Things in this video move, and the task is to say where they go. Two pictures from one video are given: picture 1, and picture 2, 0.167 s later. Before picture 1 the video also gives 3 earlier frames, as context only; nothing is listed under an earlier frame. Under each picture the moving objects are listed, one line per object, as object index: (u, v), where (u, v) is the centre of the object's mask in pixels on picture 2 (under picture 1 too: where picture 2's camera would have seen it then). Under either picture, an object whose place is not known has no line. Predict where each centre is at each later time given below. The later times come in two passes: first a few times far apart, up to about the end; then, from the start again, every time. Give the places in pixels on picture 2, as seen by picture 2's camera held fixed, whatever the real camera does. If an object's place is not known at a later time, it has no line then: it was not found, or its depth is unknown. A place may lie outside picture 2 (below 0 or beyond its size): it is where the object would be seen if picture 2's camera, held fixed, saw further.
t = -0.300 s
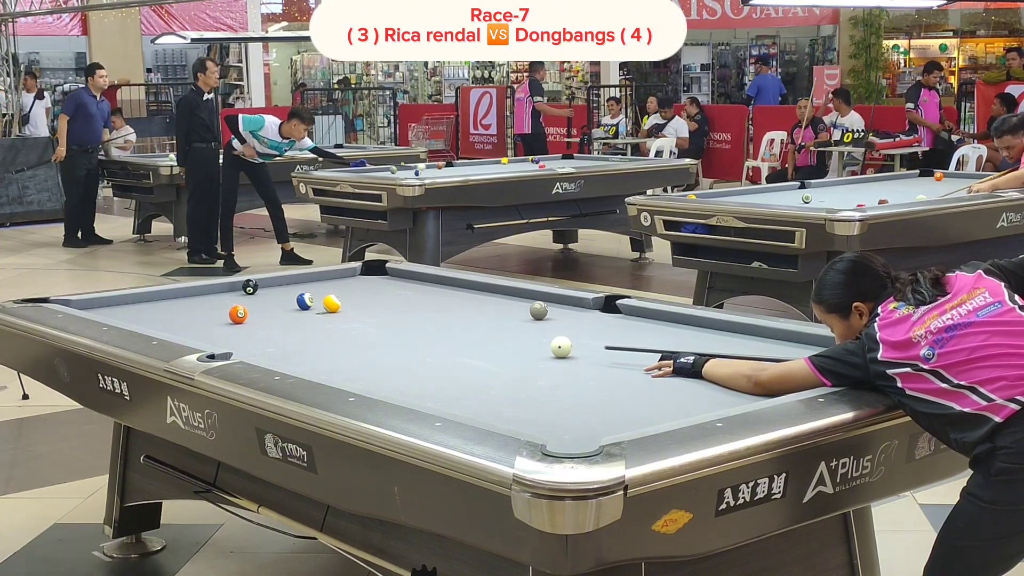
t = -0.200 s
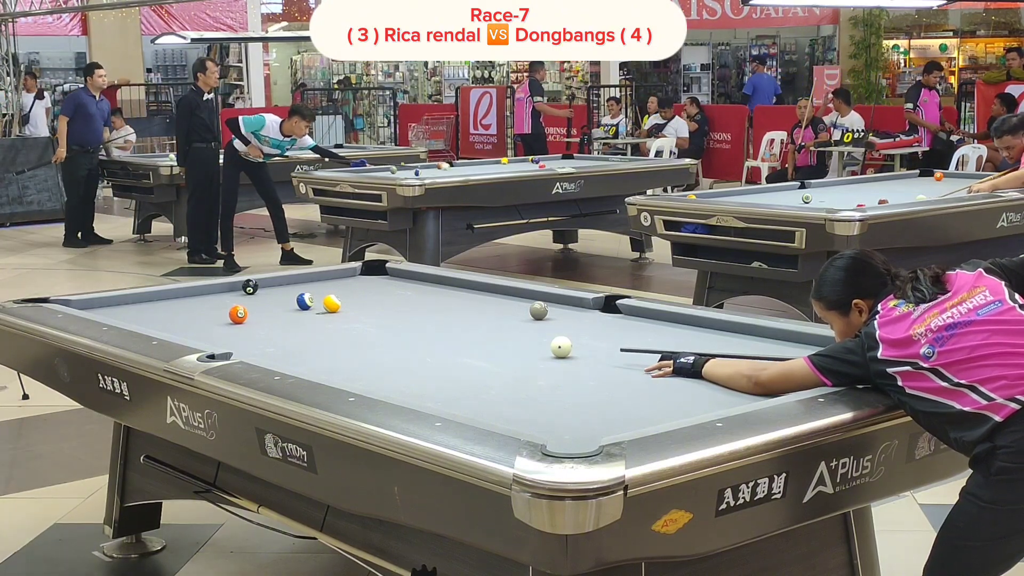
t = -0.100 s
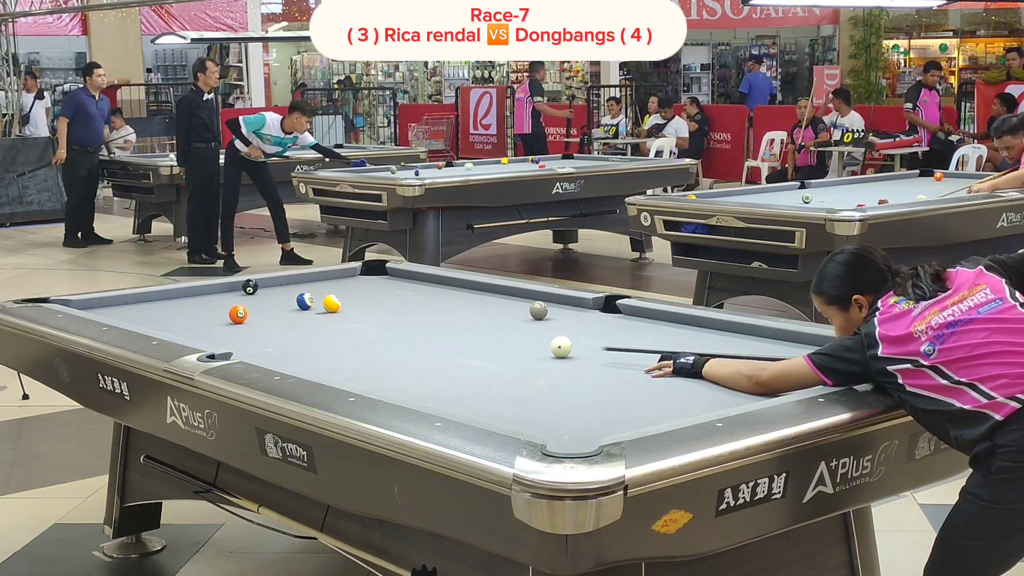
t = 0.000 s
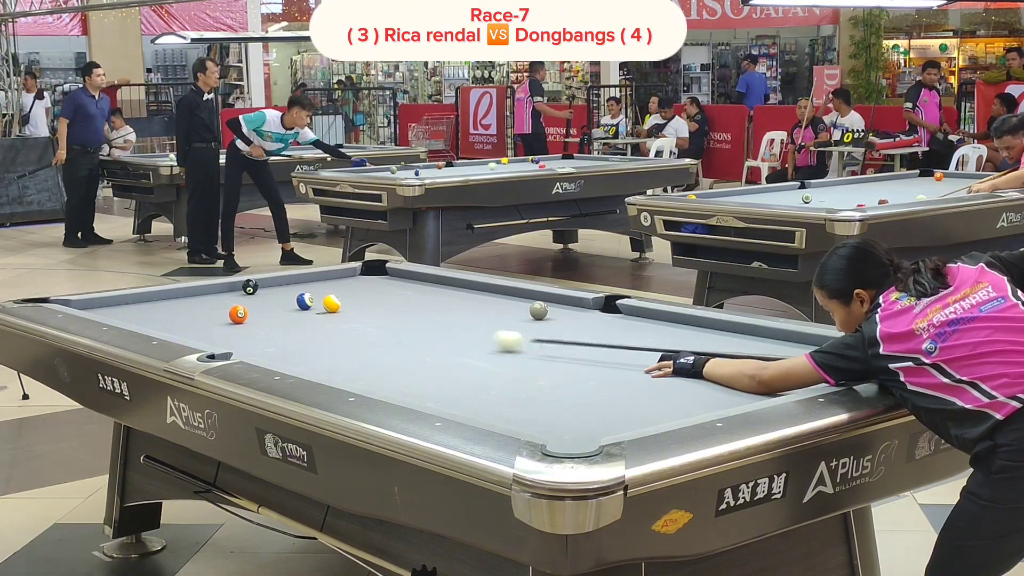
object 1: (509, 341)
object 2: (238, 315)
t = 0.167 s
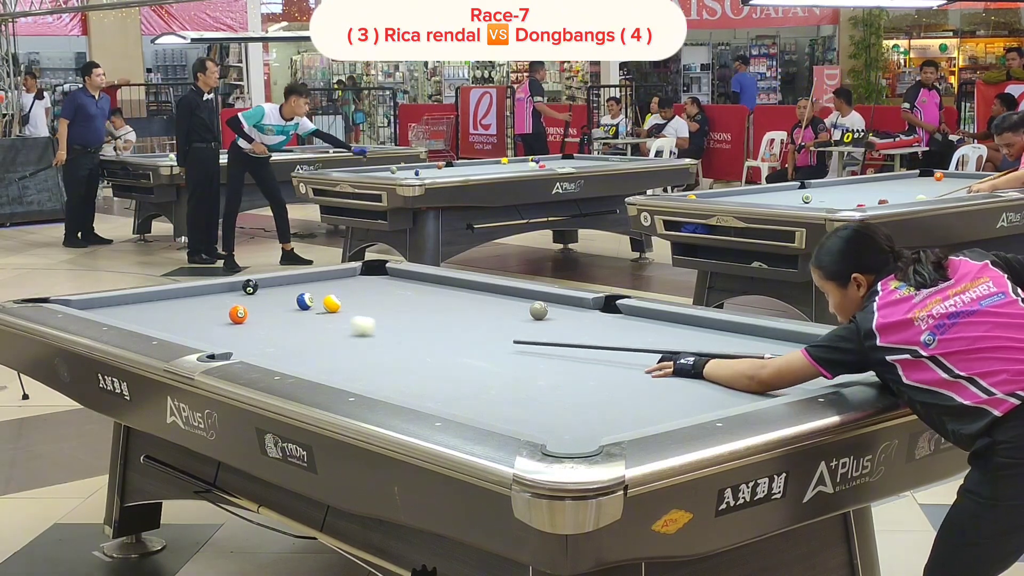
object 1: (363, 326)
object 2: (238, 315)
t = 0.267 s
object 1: (288, 318)
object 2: (238, 315)
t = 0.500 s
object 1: (262, 308)
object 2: (111, 309)
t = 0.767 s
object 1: (241, 297)
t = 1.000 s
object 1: (221, 289)
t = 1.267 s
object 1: (229, 291)
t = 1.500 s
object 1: (241, 295)
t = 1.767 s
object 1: (254, 299)
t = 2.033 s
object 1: (266, 303)
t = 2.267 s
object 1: (277, 307)
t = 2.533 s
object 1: (289, 311)
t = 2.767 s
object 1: (298, 315)
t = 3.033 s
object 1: (309, 319)
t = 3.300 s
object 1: (319, 322)
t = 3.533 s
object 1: (327, 325)
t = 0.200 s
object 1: (338, 323)
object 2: (238, 315)
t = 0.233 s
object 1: (313, 321)
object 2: (238, 315)
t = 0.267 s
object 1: (288, 318)
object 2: (238, 315)
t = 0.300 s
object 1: (265, 316)
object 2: (238, 314)
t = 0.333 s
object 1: (256, 314)
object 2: (224, 314)
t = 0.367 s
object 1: (259, 313)
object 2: (199, 313)
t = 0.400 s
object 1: (261, 312)
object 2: (176, 312)
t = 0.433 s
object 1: (262, 311)
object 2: (153, 311)
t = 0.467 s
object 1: (262, 309)
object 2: (132, 310)
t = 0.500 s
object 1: (262, 308)
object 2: (111, 309)
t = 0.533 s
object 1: (261, 307)
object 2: (92, 306)
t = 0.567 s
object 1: (259, 305)
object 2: (74, 304)
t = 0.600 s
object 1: (257, 304)
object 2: (55, 302)
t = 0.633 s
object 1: (254, 303)
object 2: (37, 301)
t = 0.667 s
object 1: (251, 301)
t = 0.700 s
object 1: (248, 300)
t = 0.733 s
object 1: (244, 298)
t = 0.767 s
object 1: (241, 297)
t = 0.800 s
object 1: (238, 296)
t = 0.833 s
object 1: (235, 295)
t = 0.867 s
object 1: (232, 293)
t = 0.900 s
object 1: (229, 292)
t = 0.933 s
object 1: (226, 291)
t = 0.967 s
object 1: (223, 290)
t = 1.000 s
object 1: (221, 289)
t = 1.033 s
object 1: (218, 288)
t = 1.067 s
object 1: (219, 288)
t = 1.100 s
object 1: (221, 289)
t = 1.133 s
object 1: (223, 289)
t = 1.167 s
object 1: (225, 290)
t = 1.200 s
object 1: (226, 290)
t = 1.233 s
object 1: (228, 291)
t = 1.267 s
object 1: (229, 291)
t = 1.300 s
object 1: (231, 292)
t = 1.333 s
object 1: (233, 292)
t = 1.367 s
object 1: (235, 293)
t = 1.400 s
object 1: (236, 293)
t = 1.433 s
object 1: (238, 294)
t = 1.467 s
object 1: (239, 294)
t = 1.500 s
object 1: (241, 295)
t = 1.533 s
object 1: (243, 295)
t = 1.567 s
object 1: (244, 296)
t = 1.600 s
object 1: (246, 296)
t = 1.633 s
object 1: (247, 297)
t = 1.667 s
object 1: (249, 297)
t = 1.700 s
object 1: (251, 298)
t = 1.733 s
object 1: (252, 298)
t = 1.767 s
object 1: (254, 299)
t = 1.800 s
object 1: (255, 300)
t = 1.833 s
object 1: (257, 300)
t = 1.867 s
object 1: (258, 301)
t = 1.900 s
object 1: (260, 301)
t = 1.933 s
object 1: (262, 302)
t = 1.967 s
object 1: (263, 302)
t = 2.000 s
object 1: (265, 303)
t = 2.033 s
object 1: (266, 303)
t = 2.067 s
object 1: (268, 304)
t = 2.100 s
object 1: (269, 304)
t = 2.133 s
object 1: (271, 305)
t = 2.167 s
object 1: (273, 305)
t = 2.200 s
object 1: (274, 306)
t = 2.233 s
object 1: (276, 307)
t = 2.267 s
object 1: (277, 307)
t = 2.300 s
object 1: (279, 308)
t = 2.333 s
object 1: (280, 308)
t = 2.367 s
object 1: (281, 309)
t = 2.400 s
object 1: (283, 309)
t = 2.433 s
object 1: (284, 310)
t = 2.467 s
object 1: (286, 310)
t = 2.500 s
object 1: (287, 311)
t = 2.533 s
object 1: (289, 311)
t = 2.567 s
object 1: (290, 312)
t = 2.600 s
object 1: (291, 312)
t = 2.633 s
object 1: (293, 313)
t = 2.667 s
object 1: (294, 313)
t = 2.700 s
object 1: (295, 314)
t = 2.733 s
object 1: (297, 314)
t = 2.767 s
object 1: (298, 315)
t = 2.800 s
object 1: (299, 315)
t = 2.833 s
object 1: (301, 316)
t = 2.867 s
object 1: (302, 316)
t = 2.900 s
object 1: (303, 317)
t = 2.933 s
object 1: (305, 317)
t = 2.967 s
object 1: (306, 318)
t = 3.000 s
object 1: (307, 318)
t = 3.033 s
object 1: (309, 319)
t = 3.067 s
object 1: (310, 319)
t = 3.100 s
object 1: (311, 319)
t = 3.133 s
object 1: (313, 320)
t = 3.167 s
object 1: (314, 320)
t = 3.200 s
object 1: (315, 321)
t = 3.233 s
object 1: (317, 321)
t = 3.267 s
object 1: (318, 322)
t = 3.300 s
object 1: (319, 322)
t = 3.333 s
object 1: (320, 323)
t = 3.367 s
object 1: (321, 323)
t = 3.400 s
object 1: (322, 323)
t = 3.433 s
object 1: (324, 324)
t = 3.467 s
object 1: (325, 324)
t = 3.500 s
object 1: (326, 325)
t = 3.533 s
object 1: (327, 325)
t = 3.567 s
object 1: (328, 326)
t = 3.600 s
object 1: (330, 326)
